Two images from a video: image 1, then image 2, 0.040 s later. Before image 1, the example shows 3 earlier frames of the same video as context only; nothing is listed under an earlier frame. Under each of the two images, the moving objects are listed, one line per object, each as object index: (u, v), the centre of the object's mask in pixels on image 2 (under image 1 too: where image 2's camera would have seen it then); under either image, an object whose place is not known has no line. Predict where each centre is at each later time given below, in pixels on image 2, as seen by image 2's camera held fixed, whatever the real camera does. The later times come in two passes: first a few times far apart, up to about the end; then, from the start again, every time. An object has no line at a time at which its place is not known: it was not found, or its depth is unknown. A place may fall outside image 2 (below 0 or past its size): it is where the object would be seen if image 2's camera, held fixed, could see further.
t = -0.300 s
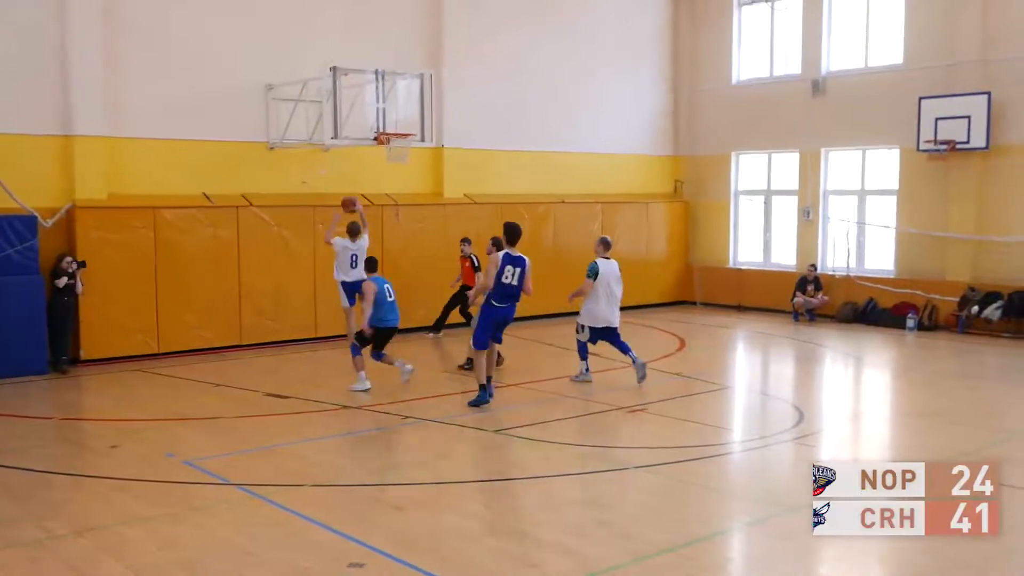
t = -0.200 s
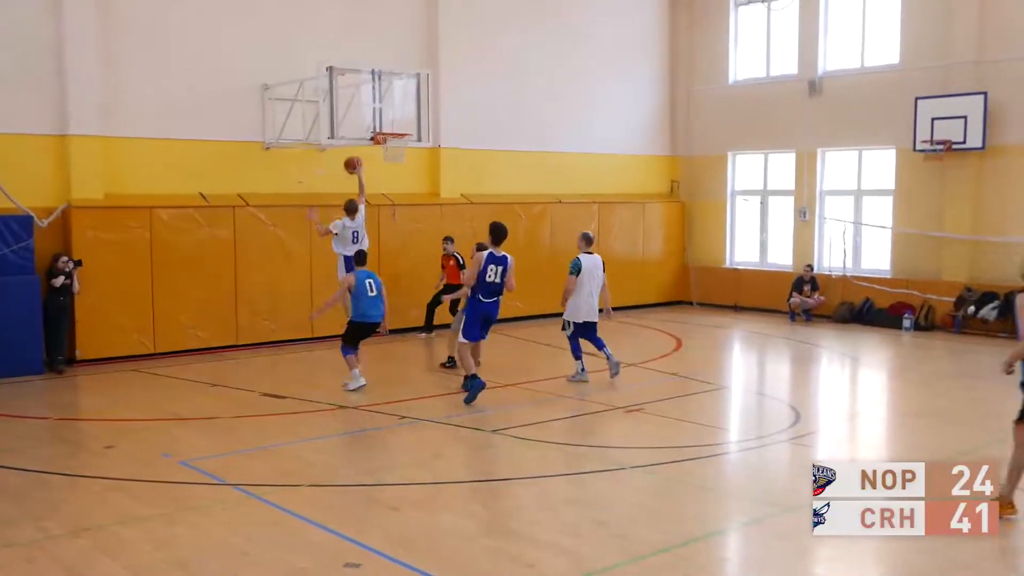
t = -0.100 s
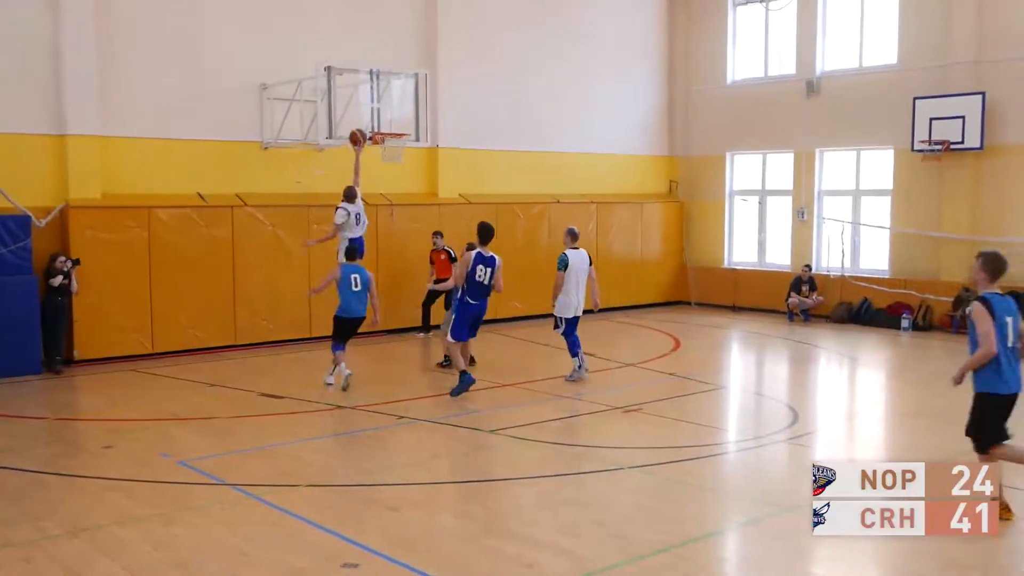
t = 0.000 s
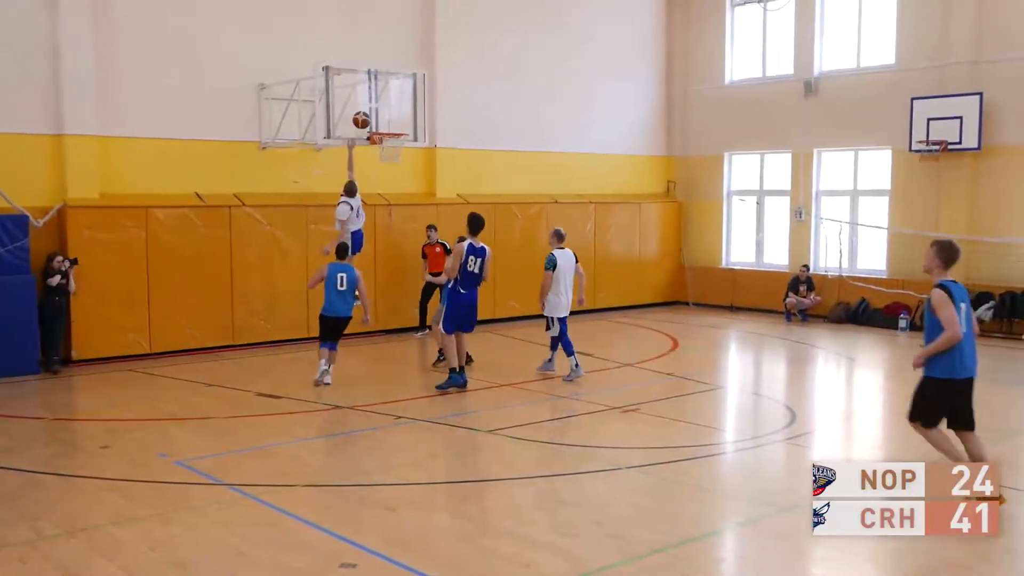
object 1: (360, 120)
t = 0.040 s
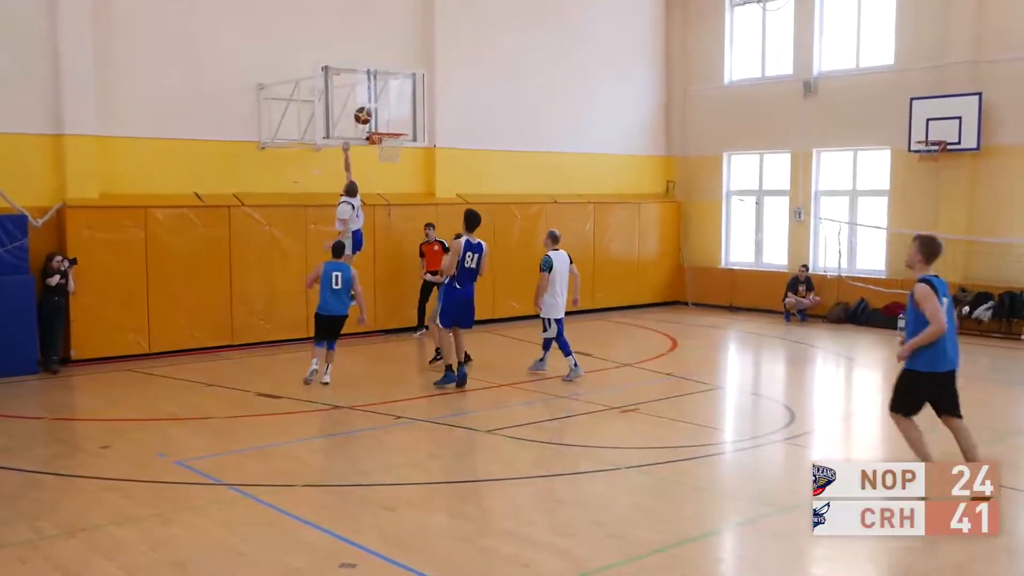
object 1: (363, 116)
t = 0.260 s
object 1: (394, 127)
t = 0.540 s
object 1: (375, 166)
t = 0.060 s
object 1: (366, 115)
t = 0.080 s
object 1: (368, 115)
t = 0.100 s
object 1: (371, 115)
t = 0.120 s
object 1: (374, 116)
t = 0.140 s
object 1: (377, 116)
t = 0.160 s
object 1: (379, 118)
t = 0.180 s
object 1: (383, 119)
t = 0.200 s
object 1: (385, 121)
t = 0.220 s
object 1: (388, 123)
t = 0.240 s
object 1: (391, 125)
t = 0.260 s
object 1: (394, 127)
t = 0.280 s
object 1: (396, 130)
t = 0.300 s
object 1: (399, 133)
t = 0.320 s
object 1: (397, 136)
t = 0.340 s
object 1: (394, 138)
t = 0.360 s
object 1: (392, 141)
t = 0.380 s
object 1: (389, 145)
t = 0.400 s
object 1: (387, 146)
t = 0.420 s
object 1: (385, 148)
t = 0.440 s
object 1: (382, 150)
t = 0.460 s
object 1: (381, 154)
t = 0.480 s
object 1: (379, 157)
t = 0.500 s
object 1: (377, 160)
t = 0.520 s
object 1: (376, 163)
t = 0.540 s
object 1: (375, 166)
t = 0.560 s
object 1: (373, 169)
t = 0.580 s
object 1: (372, 173)
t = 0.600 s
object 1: (370, 177)
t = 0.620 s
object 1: (369, 181)
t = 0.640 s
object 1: (368, 186)
